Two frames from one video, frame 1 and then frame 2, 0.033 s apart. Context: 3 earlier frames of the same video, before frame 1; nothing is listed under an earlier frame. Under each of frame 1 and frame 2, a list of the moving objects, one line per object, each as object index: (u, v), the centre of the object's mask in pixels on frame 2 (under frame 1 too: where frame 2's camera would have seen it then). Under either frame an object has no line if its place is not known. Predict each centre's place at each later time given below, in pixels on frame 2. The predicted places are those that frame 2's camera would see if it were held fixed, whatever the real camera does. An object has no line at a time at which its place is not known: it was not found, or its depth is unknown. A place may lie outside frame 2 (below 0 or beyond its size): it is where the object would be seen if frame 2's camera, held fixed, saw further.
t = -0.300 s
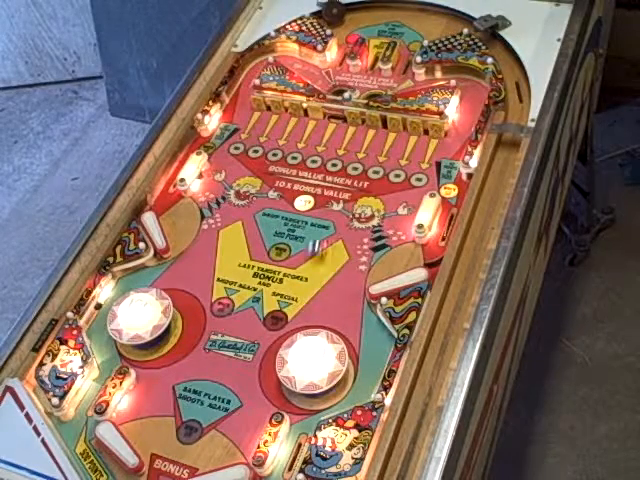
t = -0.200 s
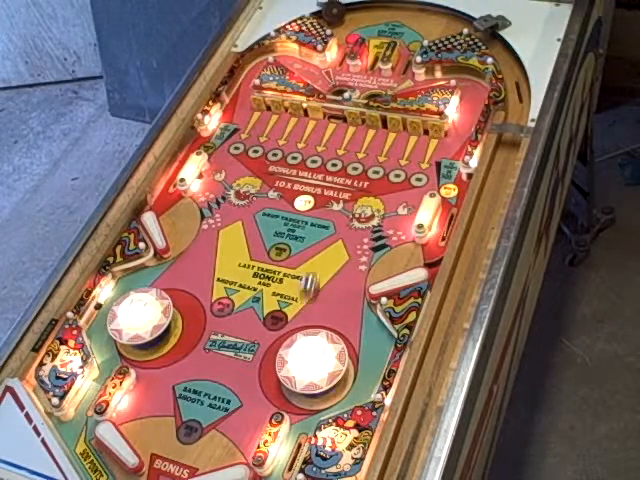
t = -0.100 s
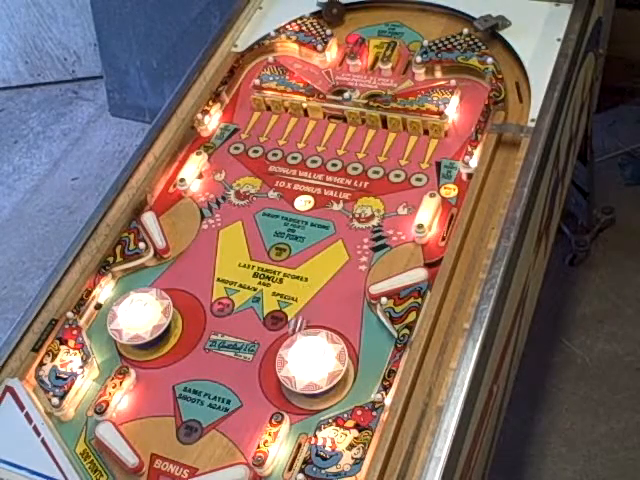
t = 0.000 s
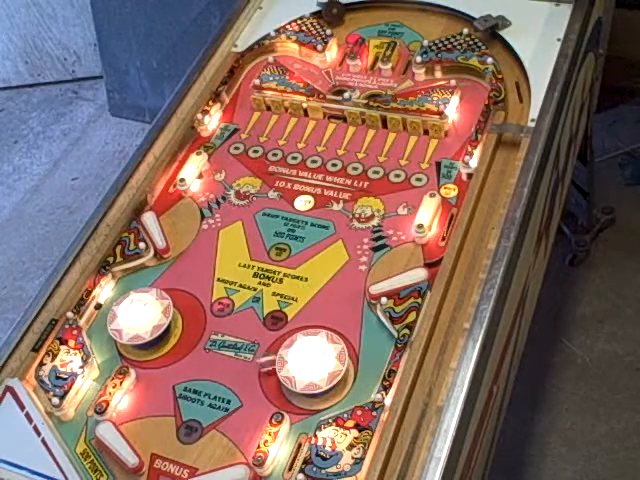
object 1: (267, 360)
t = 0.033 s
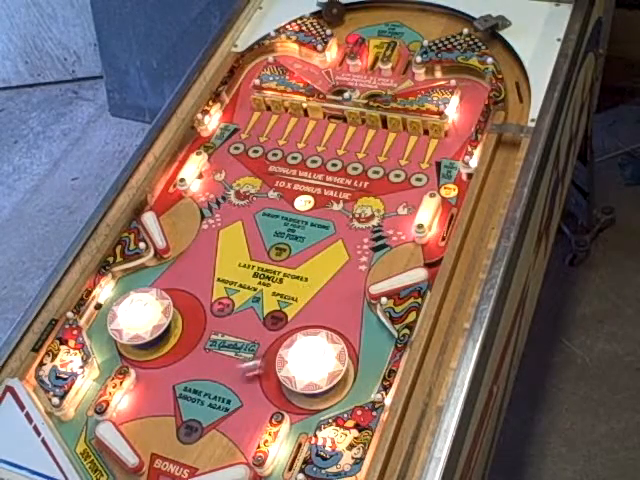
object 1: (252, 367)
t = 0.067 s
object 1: (235, 372)
